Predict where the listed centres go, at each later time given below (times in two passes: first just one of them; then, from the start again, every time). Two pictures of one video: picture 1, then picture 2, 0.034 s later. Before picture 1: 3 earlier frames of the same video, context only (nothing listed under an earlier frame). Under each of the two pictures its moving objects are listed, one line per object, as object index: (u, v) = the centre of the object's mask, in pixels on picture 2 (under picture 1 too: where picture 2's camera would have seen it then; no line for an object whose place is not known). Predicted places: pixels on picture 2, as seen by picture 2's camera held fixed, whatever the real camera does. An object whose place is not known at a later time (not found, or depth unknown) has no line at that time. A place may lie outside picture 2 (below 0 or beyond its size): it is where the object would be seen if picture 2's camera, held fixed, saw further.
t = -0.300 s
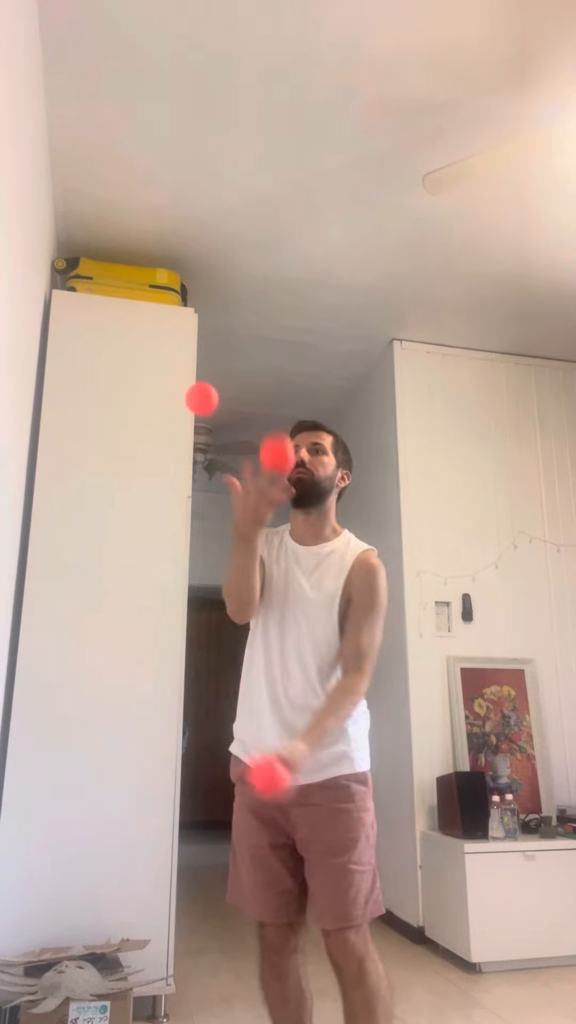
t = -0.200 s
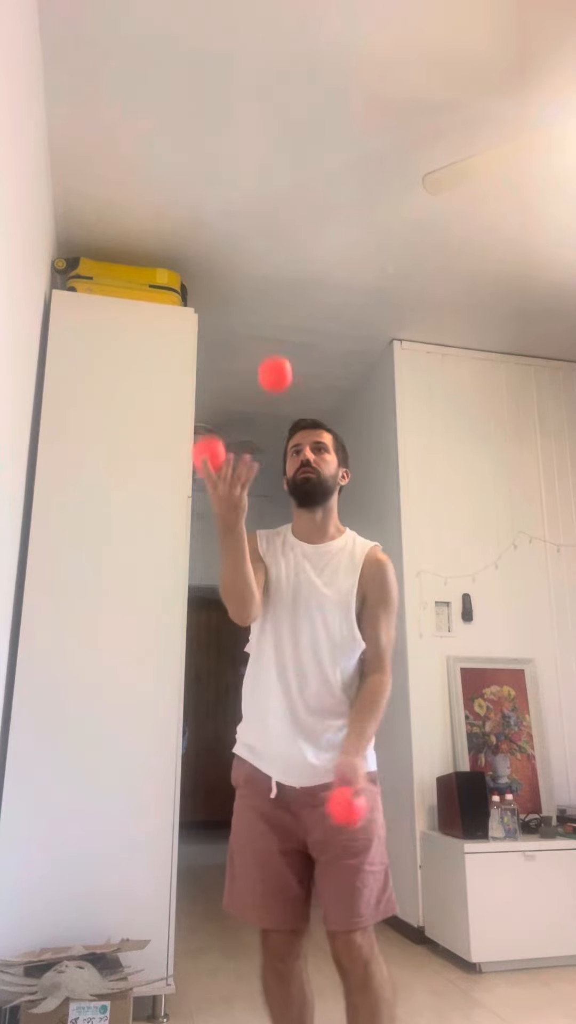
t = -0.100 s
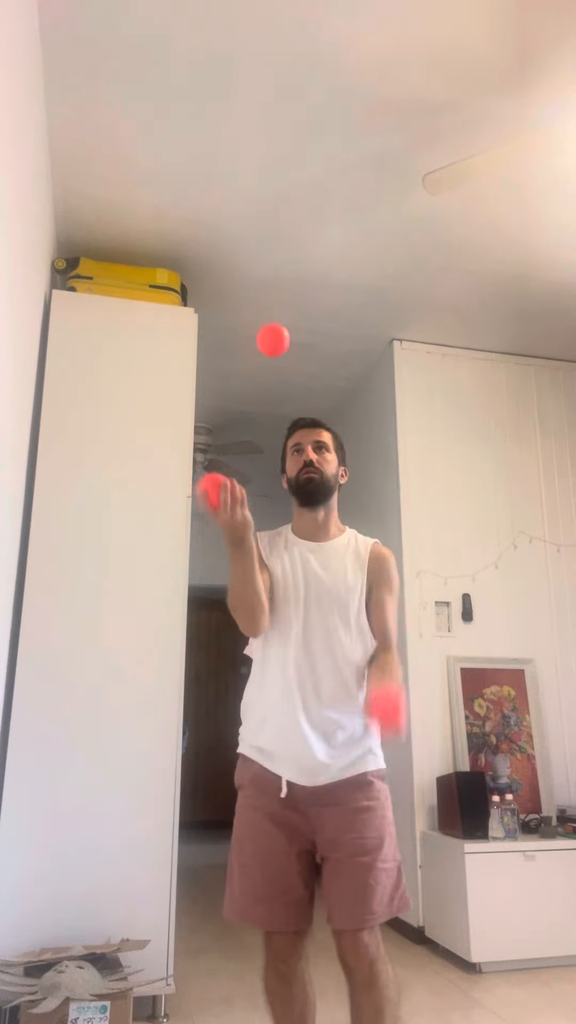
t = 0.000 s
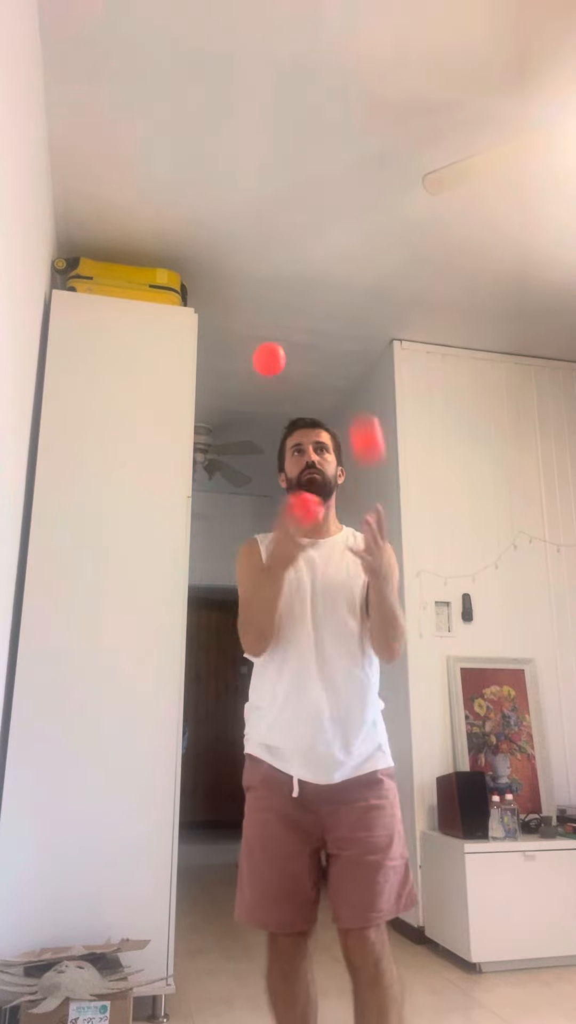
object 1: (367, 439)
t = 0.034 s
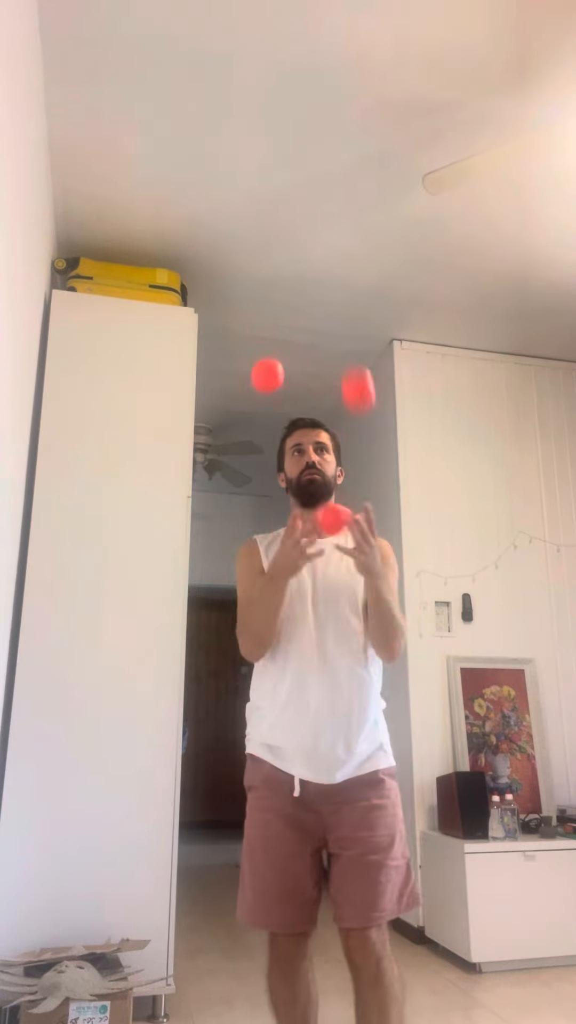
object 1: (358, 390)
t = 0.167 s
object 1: (329, 257)
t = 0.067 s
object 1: (351, 347)
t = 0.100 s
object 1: (344, 311)
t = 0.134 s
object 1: (337, 281)
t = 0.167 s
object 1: (329, 257)
